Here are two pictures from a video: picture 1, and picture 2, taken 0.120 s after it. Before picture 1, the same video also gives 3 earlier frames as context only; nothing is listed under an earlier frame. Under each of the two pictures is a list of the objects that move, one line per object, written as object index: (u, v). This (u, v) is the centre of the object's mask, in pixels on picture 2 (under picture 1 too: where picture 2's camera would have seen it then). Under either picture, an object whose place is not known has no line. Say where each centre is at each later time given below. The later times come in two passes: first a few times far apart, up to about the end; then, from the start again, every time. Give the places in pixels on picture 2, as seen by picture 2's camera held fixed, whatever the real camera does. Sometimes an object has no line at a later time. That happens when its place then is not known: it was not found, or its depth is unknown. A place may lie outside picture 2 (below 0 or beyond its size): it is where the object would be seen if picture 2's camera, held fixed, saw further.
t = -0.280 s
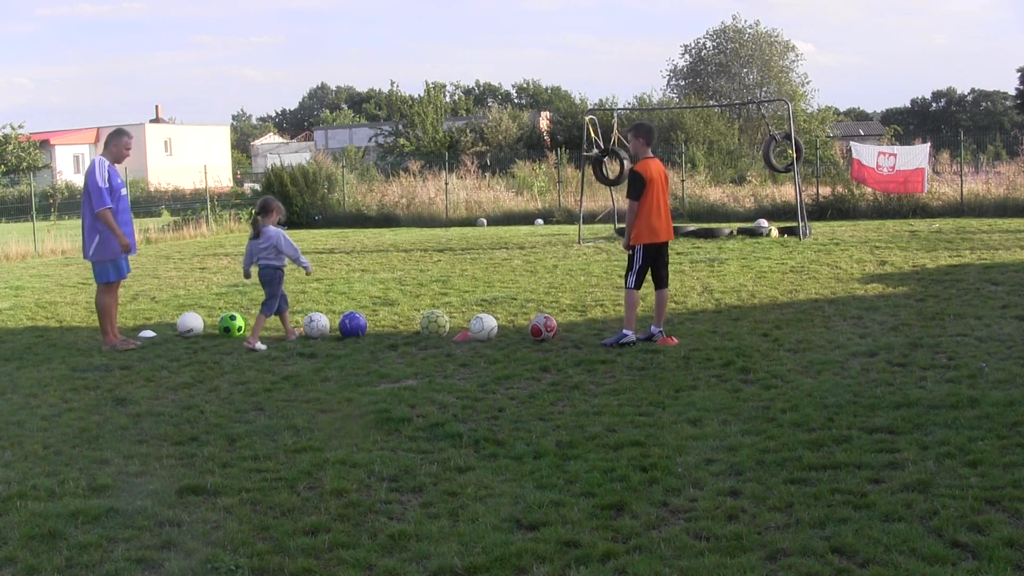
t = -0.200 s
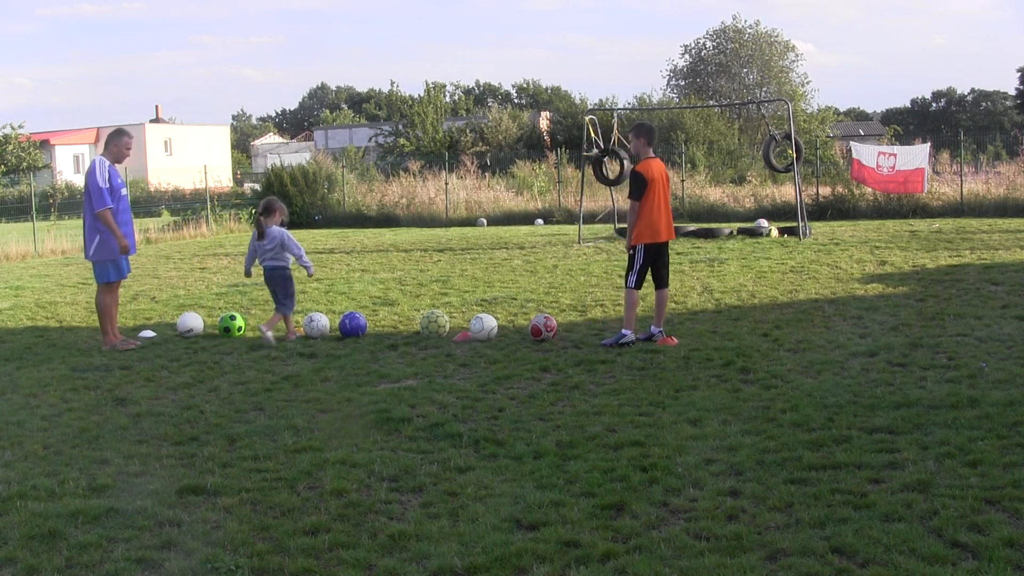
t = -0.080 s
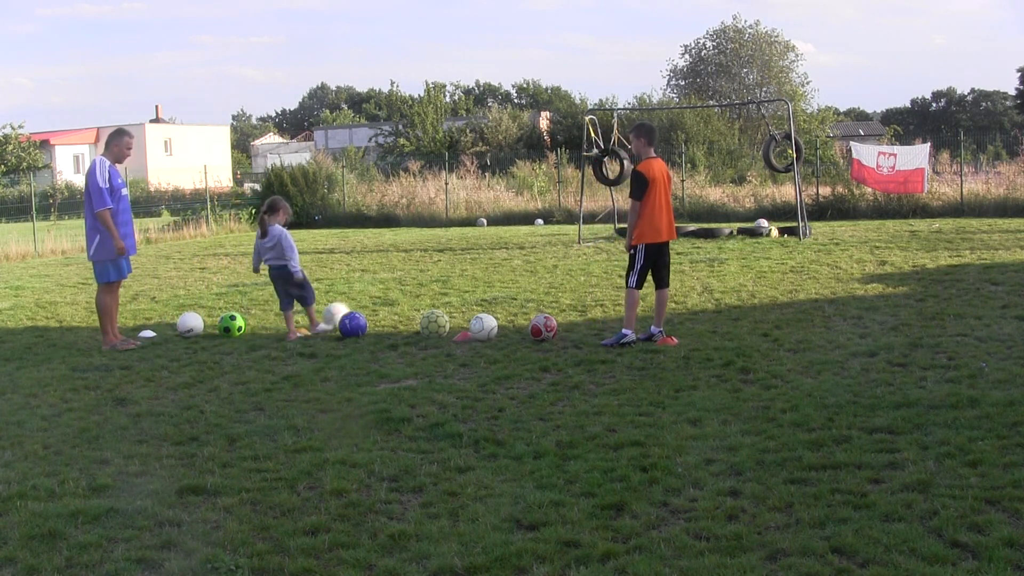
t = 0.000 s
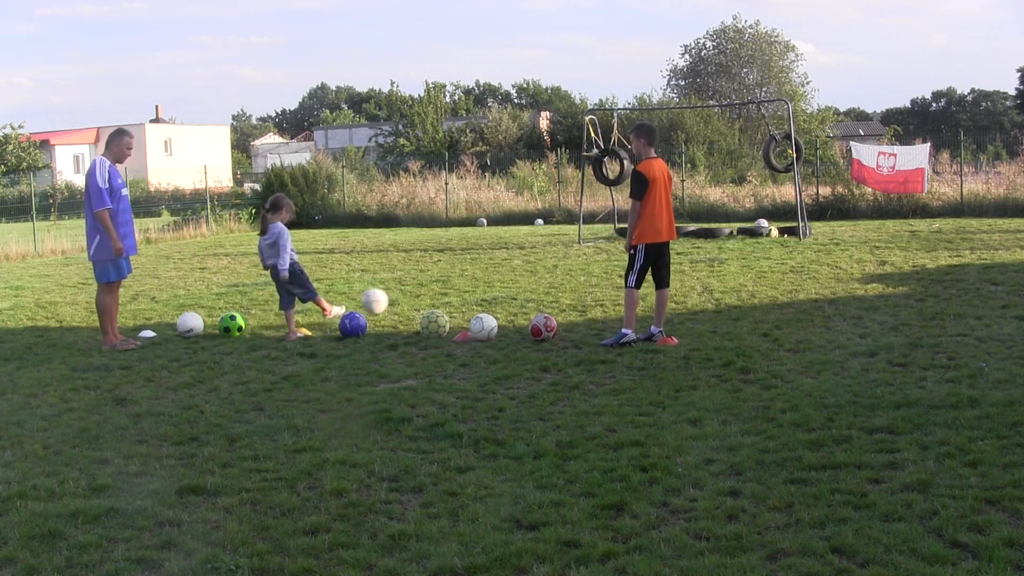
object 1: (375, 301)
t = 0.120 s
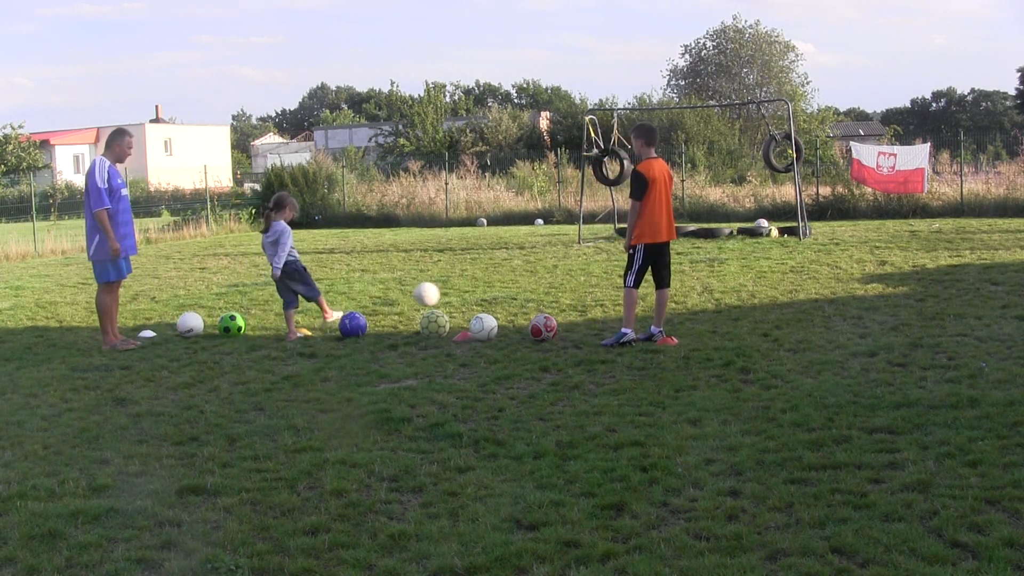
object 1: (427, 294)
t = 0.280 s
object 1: (475, 290)
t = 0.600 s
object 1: (526, 281)
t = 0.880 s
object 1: (560, 275)
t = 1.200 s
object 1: (589, 270)
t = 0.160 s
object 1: (443, 296)
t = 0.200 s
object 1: (458, 298)
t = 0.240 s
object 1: (467, 294)
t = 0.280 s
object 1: (475, 290)
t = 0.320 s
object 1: (483, 288)
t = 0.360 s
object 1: (490, 287)
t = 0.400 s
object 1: (497, 287)
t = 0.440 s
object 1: (504, 286)
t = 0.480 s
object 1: (510, 285)
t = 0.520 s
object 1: (515, 284)
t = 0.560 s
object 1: (521, 283)
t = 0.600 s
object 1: (526, 281)
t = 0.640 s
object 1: (531, 280)
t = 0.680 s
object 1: (536, 280)
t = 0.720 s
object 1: (542, 278)
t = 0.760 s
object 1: (547, 278)
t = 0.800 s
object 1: (552, 278)
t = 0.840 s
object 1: (556, 276)
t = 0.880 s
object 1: (560, 275)
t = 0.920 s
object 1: (564, 273)
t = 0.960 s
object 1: (567, 272)
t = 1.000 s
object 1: (570, 273)
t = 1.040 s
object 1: (574, 273)
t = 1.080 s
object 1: (578, 271)
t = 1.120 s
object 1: (581, 270)
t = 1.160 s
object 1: (584, 270)
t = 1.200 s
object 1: (589, 270)
